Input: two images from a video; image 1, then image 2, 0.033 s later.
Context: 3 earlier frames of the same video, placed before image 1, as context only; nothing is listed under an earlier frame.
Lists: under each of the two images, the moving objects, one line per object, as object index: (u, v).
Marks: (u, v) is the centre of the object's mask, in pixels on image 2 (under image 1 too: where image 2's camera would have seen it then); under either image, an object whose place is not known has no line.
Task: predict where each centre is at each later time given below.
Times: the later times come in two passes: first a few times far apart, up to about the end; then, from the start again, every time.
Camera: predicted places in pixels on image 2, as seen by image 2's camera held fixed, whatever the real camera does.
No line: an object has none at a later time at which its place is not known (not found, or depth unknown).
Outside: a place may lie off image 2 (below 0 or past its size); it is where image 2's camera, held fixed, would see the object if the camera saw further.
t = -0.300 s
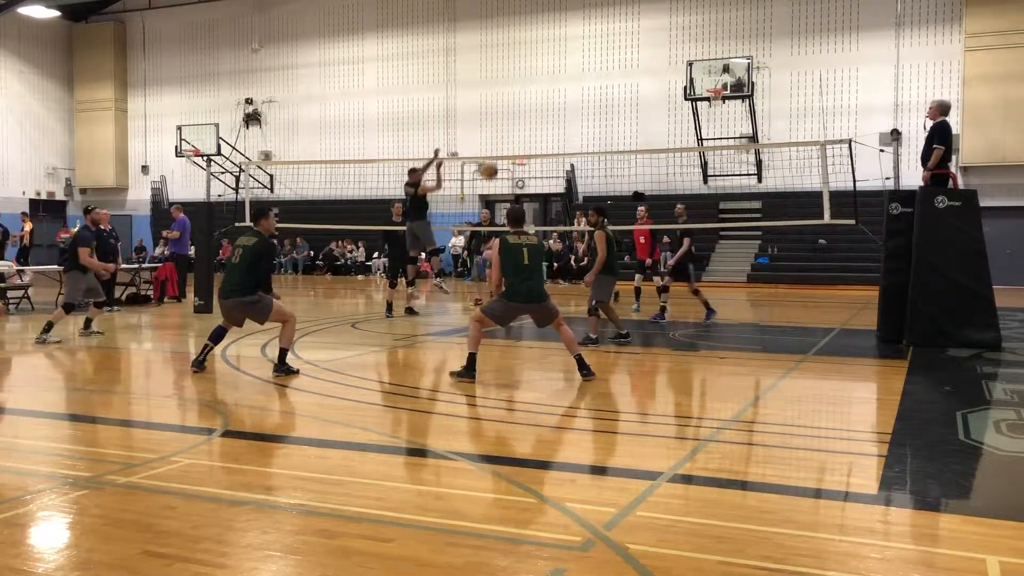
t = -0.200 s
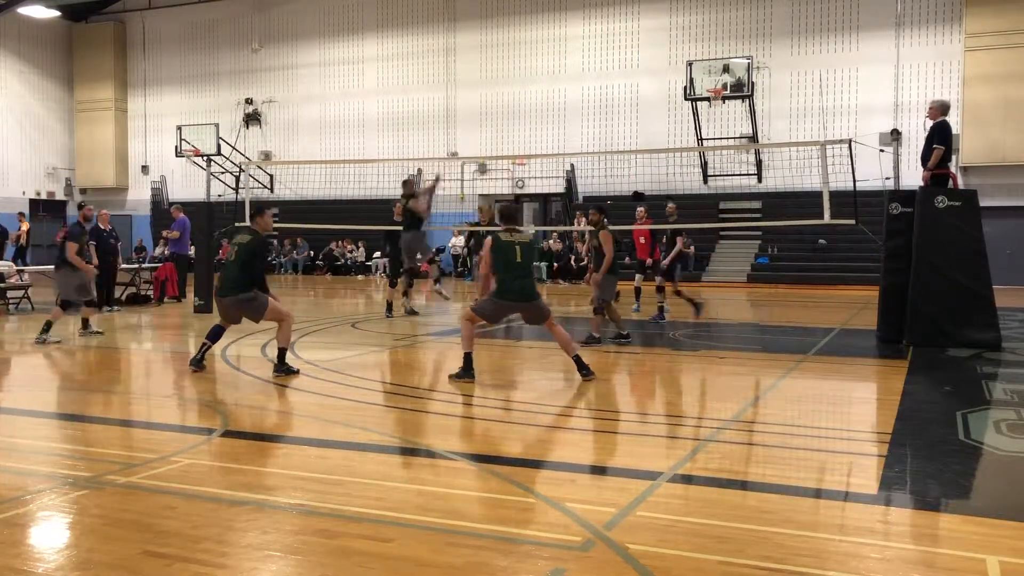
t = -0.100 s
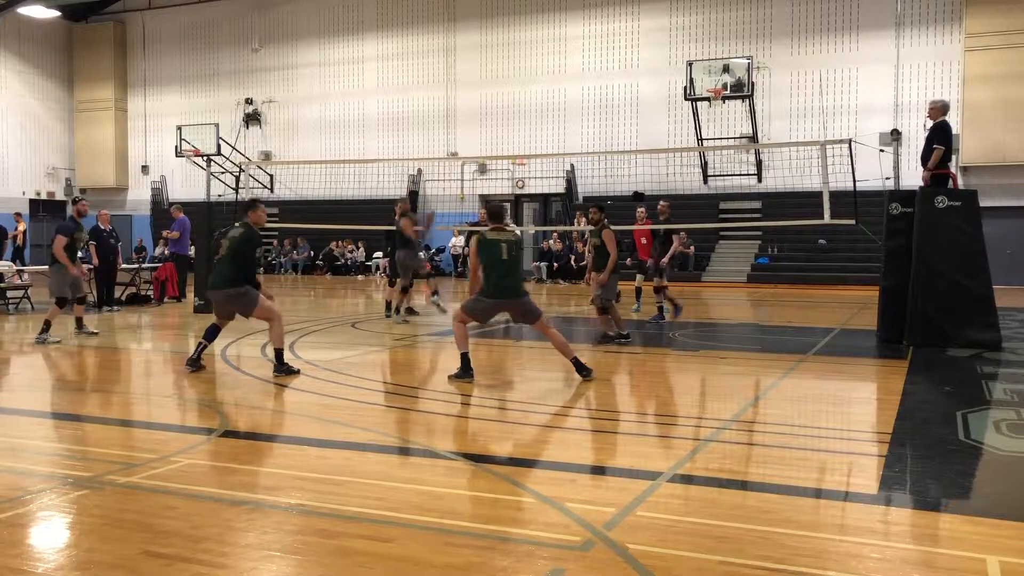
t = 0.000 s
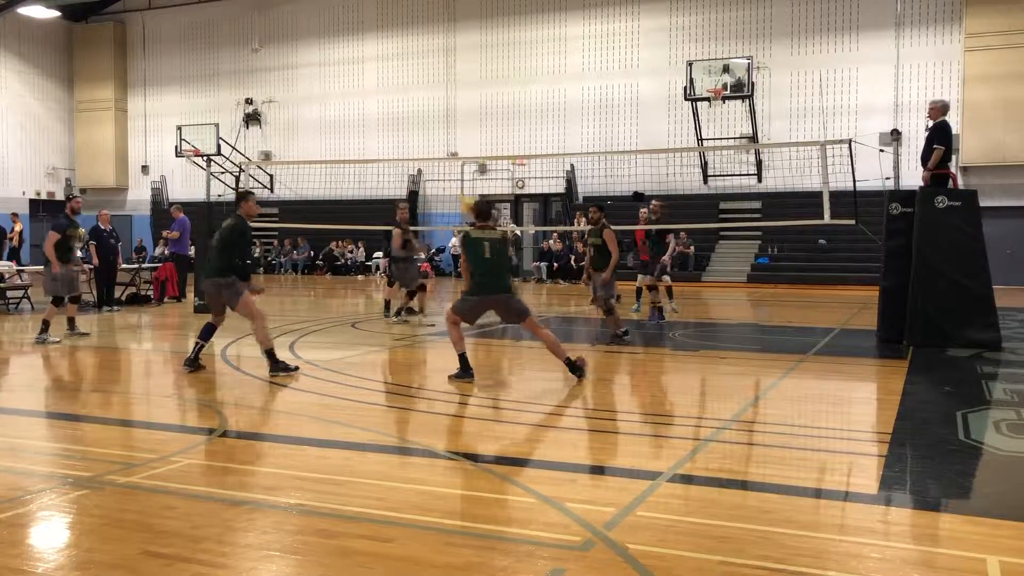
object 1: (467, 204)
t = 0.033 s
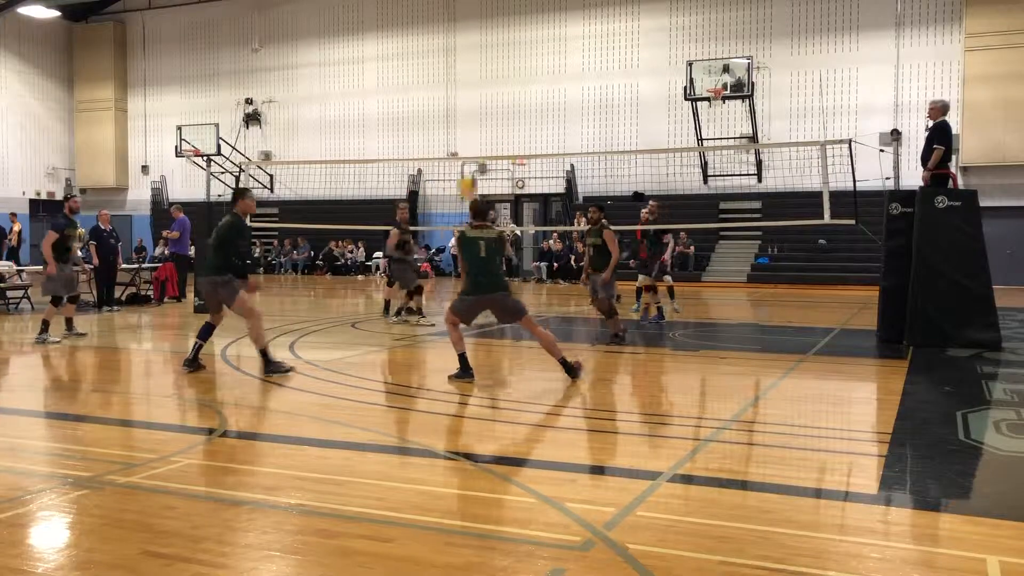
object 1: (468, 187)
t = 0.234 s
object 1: (449, 77)
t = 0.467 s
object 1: (429, 12)
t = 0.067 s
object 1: (465, 164)
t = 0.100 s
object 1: (461, 143)
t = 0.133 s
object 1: (458, 124)
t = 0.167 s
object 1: (455, 106)
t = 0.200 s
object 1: (452, 93)
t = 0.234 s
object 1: (449, 77)
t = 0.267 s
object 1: (447, 65)
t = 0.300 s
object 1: (443, 52)
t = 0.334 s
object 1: (440, 43)
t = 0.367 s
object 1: (437, 33)
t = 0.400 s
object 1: (434, 24)
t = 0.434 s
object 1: (432, 19)
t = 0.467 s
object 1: (429, 12)
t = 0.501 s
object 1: (425, 8)
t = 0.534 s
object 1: (421, 6)
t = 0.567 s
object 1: (419, 5)
